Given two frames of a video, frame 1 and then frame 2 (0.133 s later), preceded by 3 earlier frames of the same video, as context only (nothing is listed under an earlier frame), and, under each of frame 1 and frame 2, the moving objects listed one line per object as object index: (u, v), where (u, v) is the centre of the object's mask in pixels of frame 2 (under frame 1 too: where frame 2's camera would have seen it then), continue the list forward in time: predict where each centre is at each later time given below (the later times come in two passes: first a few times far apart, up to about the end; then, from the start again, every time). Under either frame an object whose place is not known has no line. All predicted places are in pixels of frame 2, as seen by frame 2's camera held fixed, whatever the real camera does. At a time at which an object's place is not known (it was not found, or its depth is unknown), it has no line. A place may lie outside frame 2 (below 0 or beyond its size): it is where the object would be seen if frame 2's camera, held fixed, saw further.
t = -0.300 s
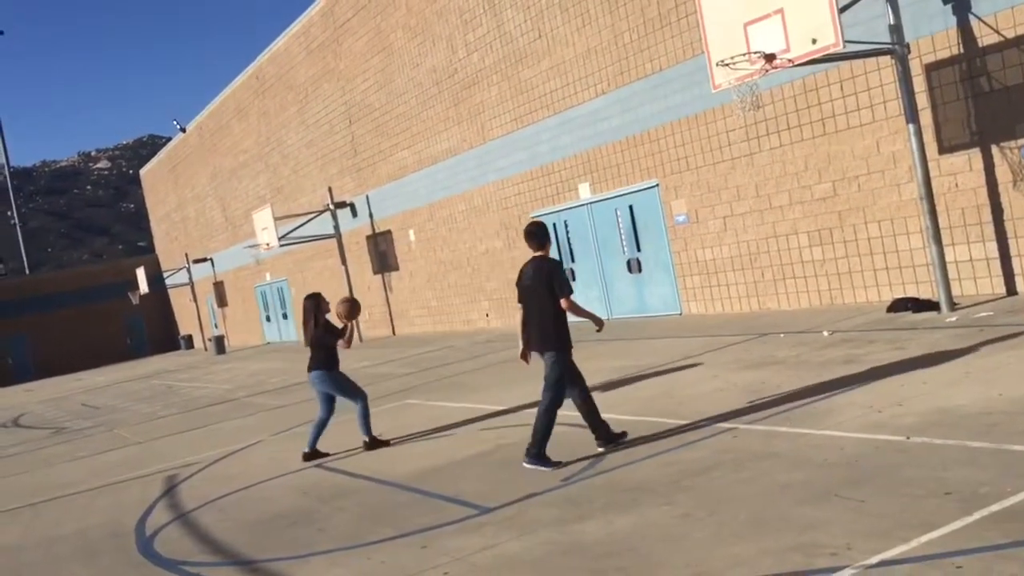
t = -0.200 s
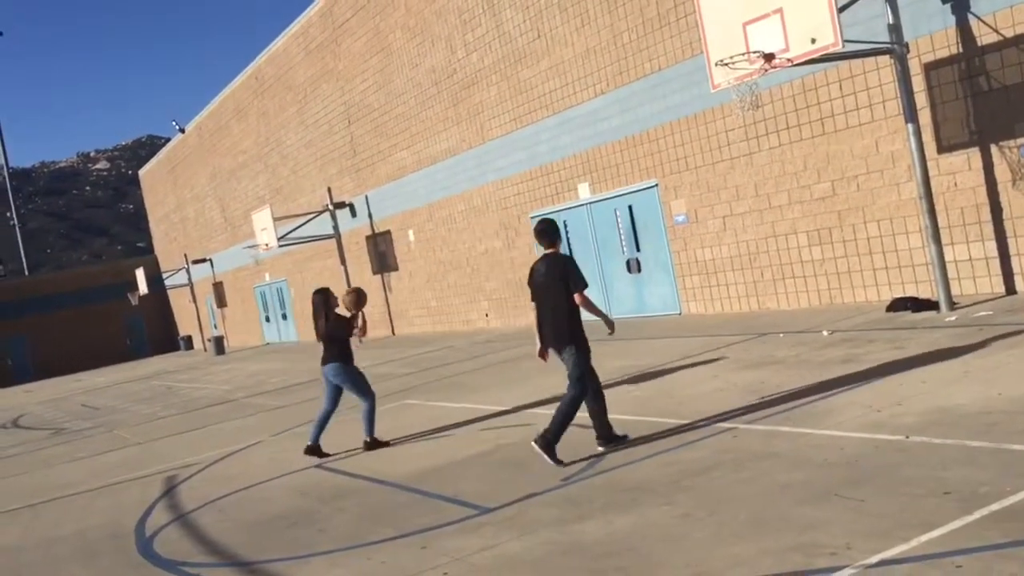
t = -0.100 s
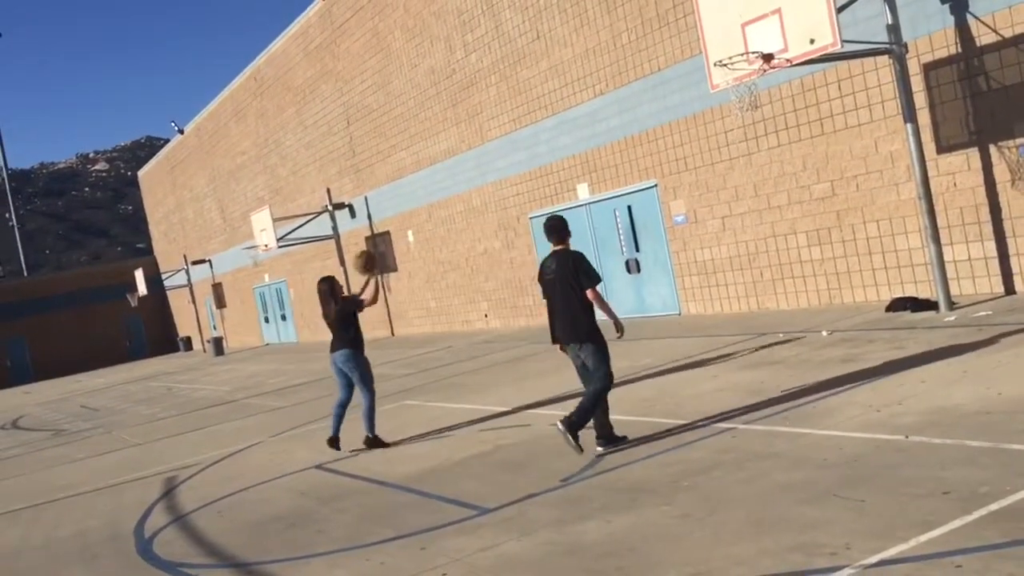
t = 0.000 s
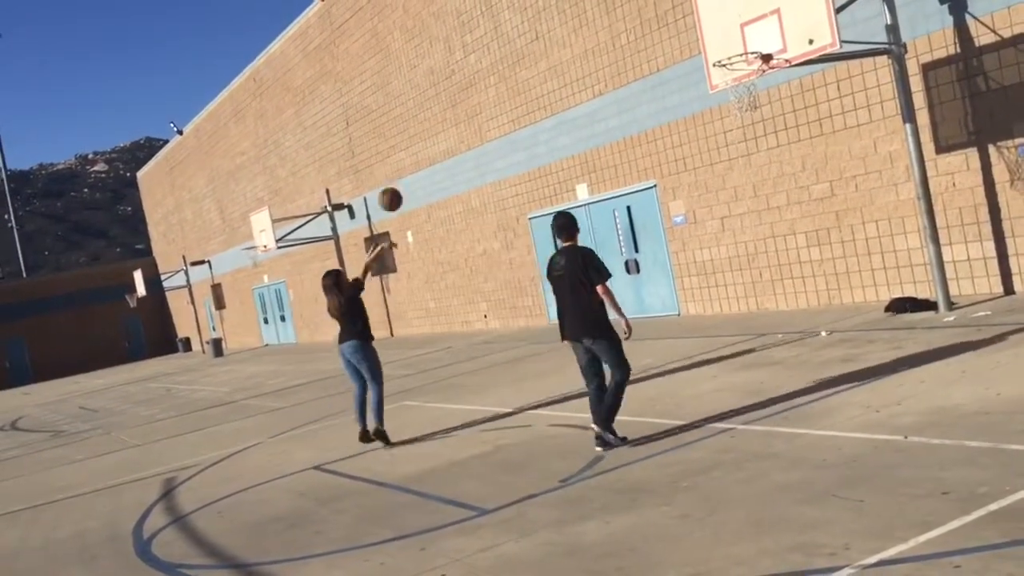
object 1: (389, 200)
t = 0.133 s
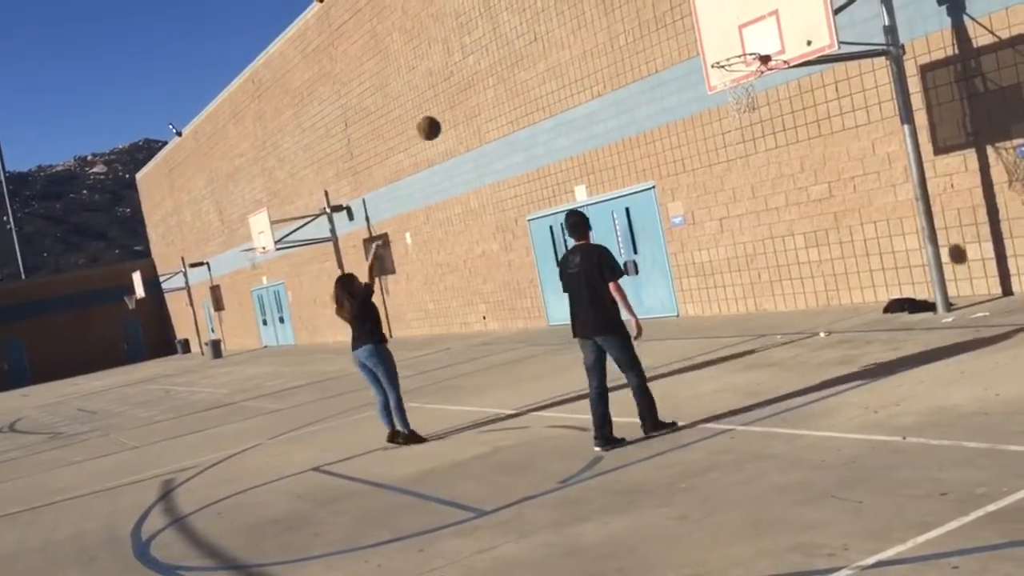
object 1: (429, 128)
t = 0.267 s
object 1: (472, 73)
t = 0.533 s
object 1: (566, 16)
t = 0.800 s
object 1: (671, 29)
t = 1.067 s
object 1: (763, 80)
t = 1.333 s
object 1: (798, 128)
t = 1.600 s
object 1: (850, 248)
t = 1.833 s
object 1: (873, 294)
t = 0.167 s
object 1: (439, 113)
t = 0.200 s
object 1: (450, 98)
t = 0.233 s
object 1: (461, 85)
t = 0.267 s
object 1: (472, 73)
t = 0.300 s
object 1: (483, 62)
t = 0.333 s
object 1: (494, 52)
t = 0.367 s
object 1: (506, 43)
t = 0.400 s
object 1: (517, 35)
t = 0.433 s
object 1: (529, 29)
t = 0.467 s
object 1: (541, 24)
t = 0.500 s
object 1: (553, 19)
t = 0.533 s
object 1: (566, 16)
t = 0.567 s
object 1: (579, 14)
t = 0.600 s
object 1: (591, 13)
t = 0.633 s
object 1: (604, 13)
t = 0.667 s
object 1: (617, 14)
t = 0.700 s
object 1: (630, 16)
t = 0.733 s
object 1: (644, 19)
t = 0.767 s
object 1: (657, 24)
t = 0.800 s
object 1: (671, 29)
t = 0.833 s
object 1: (685, 35)
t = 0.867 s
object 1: (699, 43)
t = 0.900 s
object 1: (713, 51)
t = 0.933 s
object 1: (728, 61)
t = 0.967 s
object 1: (743, 71)
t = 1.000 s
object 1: (754, 78)
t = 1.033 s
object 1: (759, 80)
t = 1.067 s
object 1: (763, 80)
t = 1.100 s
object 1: (767, 83)
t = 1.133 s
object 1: (770, 86)
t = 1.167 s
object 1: (774, 90)
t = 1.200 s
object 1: (779, 96)
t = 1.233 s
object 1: (783, 102)
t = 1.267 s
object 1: (788, 110)
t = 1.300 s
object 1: (794, 118)
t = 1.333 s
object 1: (798, 128)
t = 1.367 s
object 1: (804, 139)
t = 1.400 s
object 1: (809, 151)
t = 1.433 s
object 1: (815, 164)
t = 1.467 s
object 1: (822, 179)
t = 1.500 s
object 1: (829, 195)
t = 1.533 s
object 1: (835, 211)
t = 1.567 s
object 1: (842, 229)
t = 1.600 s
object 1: (850, 248)
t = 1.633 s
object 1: (857, 269)
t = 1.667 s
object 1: (864, 290)
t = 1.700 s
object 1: (874, 312)
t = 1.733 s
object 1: (884, 337)
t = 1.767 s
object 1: (881, 323)
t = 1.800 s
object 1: (876, 308)
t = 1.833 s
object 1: (873, 294)
